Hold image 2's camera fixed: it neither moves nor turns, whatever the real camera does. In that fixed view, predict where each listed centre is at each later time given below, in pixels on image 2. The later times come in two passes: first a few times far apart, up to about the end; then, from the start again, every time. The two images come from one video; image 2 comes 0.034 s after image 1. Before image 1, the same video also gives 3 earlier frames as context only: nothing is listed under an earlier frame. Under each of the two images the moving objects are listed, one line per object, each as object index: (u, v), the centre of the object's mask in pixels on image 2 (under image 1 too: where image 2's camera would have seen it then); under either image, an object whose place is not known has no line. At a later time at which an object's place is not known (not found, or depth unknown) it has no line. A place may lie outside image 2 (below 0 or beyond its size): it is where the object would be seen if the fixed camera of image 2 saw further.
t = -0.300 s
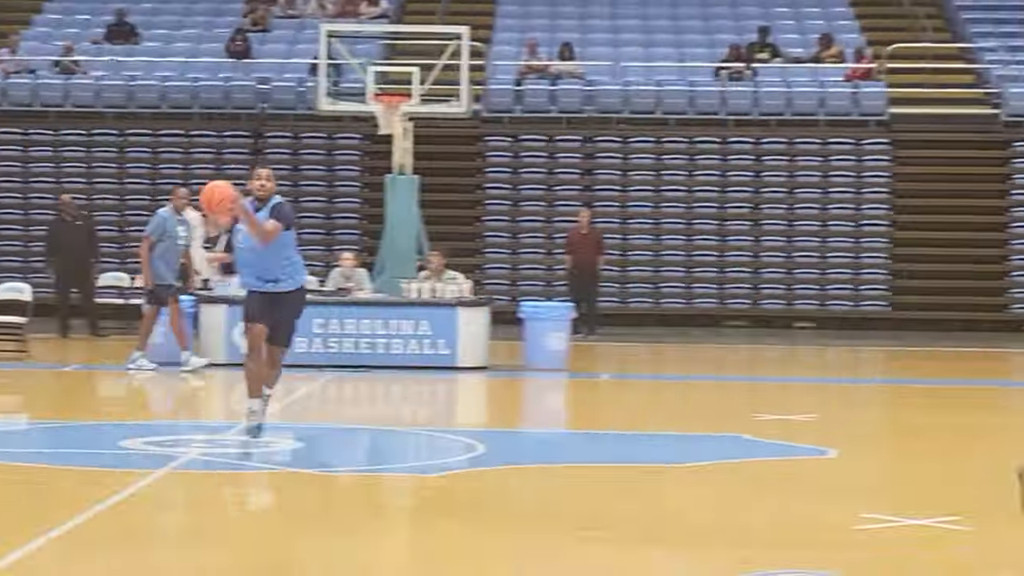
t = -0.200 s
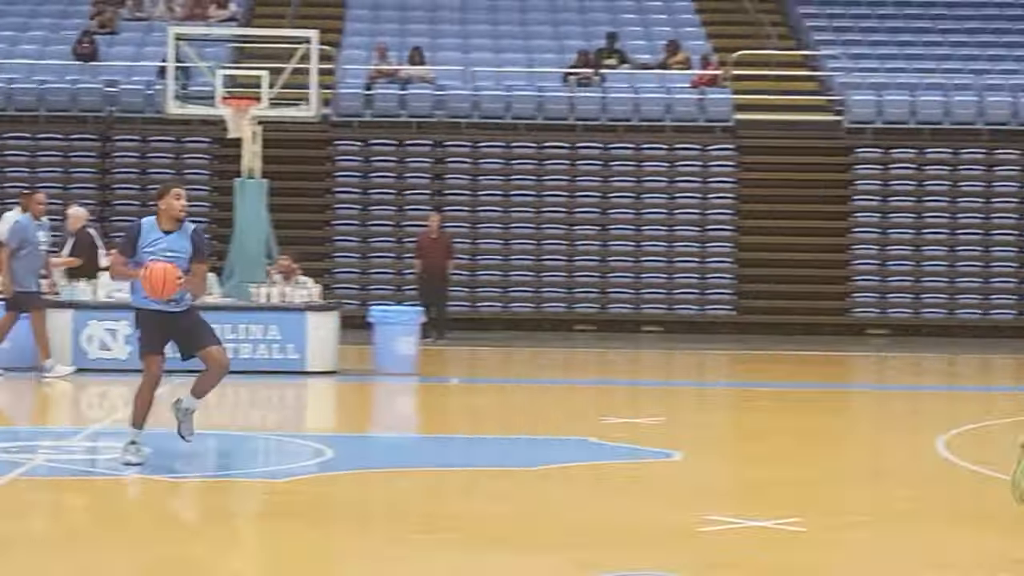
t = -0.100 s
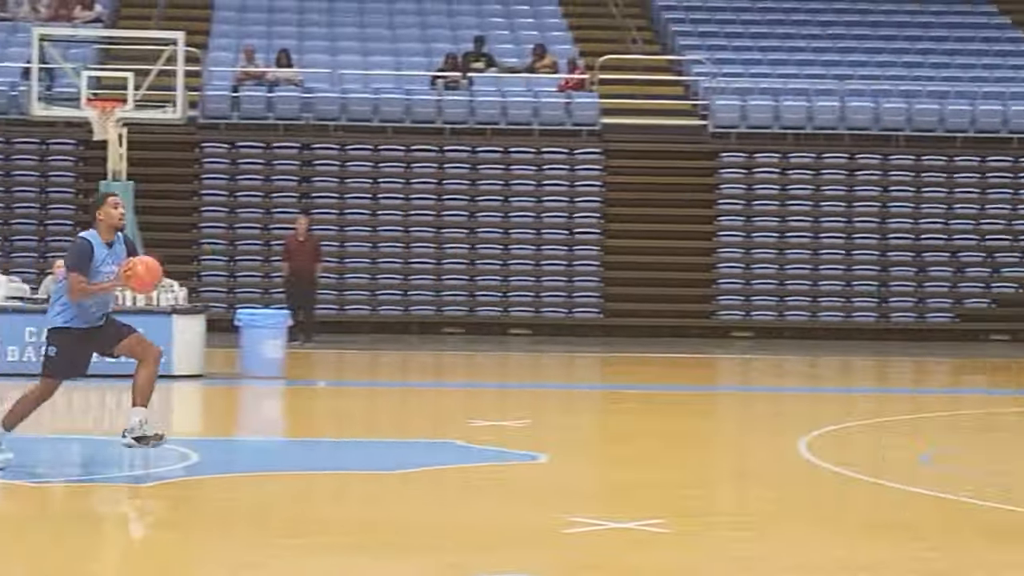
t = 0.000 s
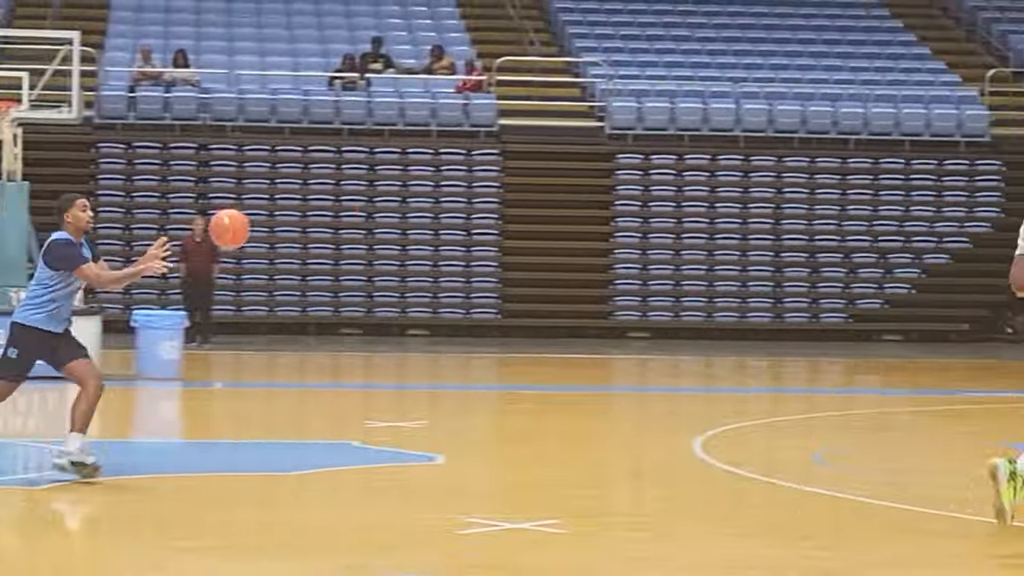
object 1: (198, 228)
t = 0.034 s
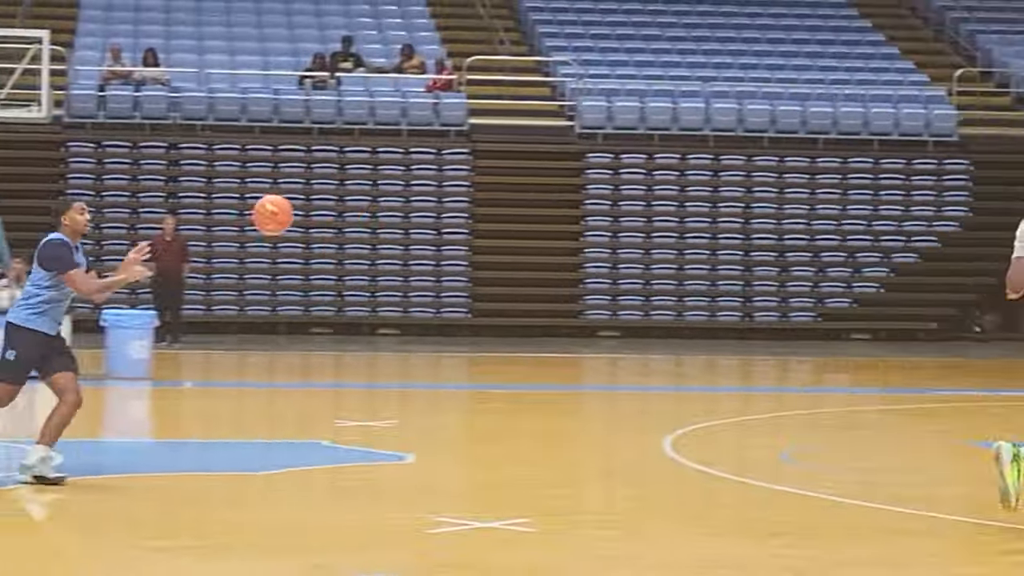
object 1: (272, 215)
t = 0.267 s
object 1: (791, 160)
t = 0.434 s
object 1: (1178, 159)
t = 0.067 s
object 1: (347, 202)
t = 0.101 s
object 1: (420, 192)
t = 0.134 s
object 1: (493, 184)
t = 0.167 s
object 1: (567, 176)
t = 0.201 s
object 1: (640, 169)
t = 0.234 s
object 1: (715, 164)
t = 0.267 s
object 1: (791, 160)
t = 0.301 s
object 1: (866, 157)
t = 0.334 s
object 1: (943, 155)
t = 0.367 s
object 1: (1020, 156)
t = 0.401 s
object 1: (1099, 157)
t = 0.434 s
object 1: (1178, 159)
